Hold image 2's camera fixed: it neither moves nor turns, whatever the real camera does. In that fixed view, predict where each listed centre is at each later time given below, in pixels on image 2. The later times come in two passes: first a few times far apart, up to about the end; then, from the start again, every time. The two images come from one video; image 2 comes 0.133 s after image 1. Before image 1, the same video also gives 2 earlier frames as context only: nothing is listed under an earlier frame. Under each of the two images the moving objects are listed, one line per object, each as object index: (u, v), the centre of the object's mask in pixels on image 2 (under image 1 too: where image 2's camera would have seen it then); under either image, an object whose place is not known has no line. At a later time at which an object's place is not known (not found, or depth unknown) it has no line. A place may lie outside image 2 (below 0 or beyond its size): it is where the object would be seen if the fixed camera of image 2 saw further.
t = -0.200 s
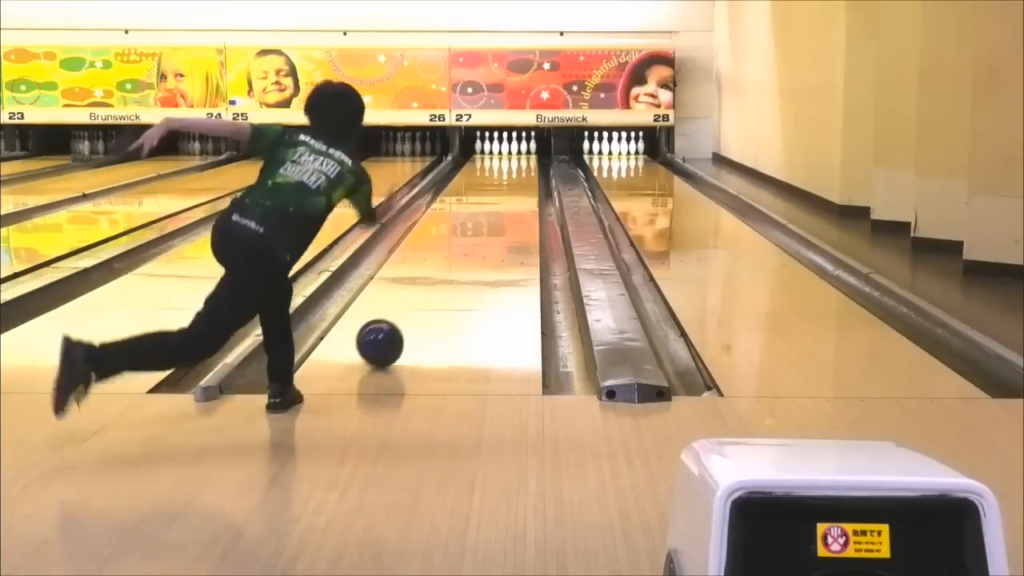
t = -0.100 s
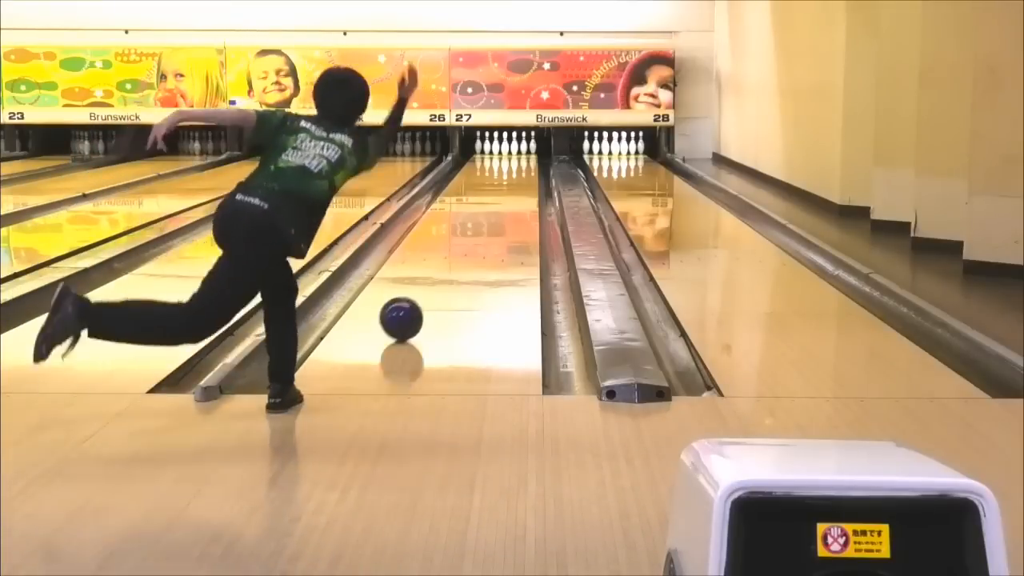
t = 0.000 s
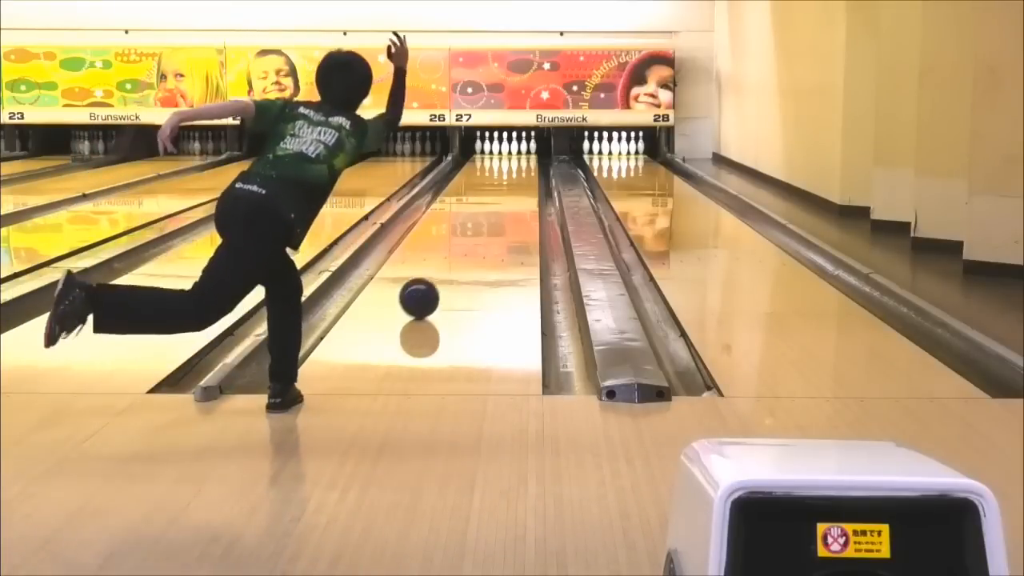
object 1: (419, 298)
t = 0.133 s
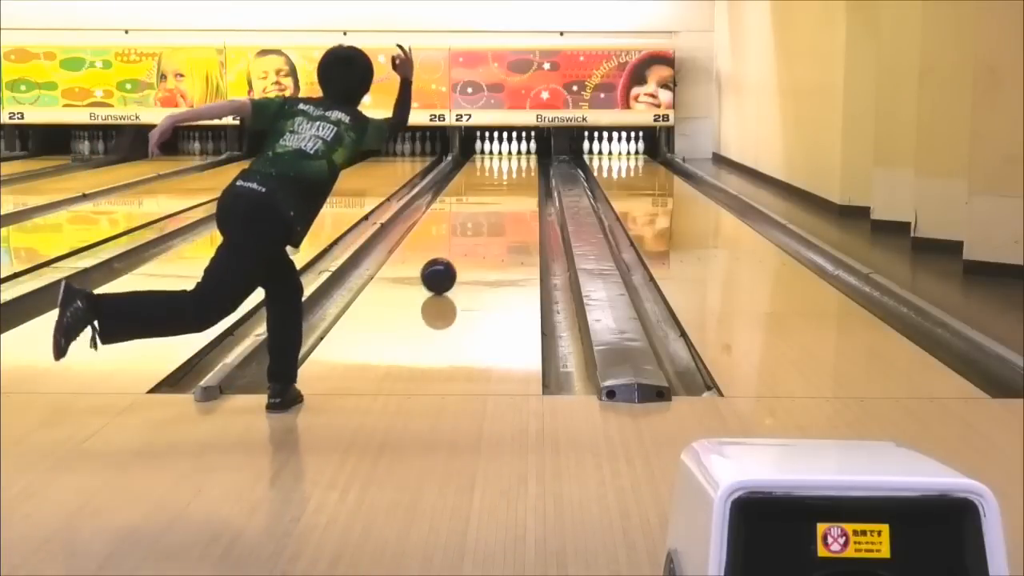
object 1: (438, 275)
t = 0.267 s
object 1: (454, 257)
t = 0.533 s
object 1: (477, 228)
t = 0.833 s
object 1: (496, 205)
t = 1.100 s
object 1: (507, 191)
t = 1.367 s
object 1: (515, 180)
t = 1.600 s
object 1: (520, 171)
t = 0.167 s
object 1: (443, 270)
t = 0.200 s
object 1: (446, 266)
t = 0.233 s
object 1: (450, 261)
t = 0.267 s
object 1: (454, 257)
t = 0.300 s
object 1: (457, 253)
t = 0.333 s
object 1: (460, 249)
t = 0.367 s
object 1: (464, 245)
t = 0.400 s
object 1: (467, 242)
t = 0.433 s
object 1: (469, 238)
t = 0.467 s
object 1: (472, 235)
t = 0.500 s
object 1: (475, 231)
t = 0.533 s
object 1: (477, 228)
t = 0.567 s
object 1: (480, 226)
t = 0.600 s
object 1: (482, 223)
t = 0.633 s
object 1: (484, 220)
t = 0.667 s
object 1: (486, 217)
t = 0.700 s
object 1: (488, 215)
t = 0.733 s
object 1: (490, 212)
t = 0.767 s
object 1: (492, 210)
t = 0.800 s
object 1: (494, 208)
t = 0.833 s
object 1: (496, 205)
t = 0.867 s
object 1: (497, 203)
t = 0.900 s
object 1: (499, 202)
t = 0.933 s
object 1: (500, 200)
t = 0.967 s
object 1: (502, 198)
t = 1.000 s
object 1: (503, 196)
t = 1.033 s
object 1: (504, 194)
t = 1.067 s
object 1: (506, 192)
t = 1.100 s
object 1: (507, 191)
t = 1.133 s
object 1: (508, 189)
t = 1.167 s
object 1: (509, 188)
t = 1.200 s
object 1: (510, 186)
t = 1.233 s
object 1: (511, 185)
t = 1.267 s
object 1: (512, 183)
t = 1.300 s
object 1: (514, 182)
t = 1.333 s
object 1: (515, 181)
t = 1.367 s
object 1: (515, 180)
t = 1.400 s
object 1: (516, 179)
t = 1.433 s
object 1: (517, 177)
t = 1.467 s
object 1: (518, 176)
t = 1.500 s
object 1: (519, 175)
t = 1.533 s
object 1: (519, 173)
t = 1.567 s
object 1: (520, 172)
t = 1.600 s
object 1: (520, 171)
